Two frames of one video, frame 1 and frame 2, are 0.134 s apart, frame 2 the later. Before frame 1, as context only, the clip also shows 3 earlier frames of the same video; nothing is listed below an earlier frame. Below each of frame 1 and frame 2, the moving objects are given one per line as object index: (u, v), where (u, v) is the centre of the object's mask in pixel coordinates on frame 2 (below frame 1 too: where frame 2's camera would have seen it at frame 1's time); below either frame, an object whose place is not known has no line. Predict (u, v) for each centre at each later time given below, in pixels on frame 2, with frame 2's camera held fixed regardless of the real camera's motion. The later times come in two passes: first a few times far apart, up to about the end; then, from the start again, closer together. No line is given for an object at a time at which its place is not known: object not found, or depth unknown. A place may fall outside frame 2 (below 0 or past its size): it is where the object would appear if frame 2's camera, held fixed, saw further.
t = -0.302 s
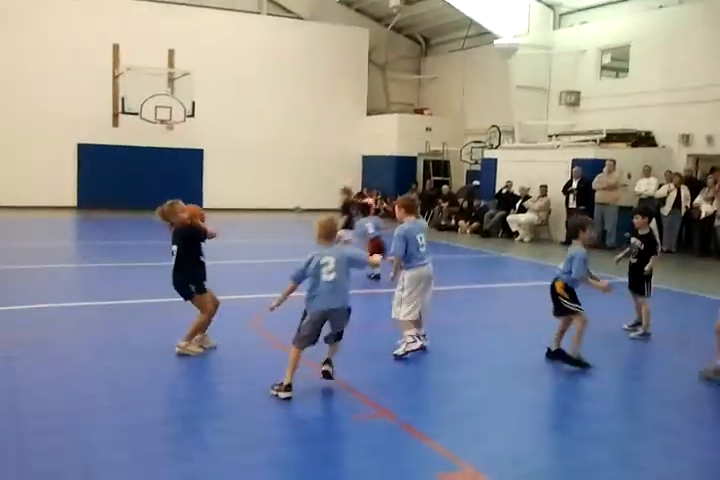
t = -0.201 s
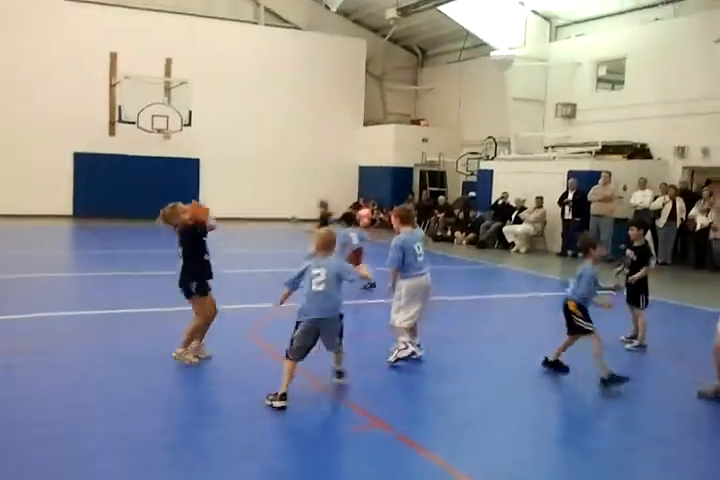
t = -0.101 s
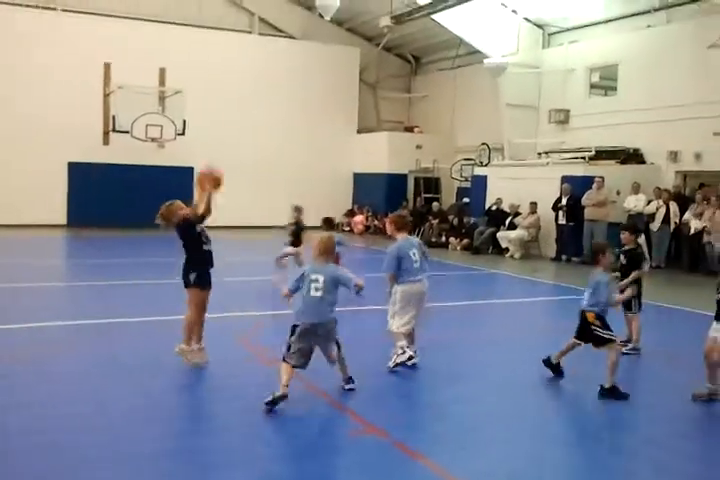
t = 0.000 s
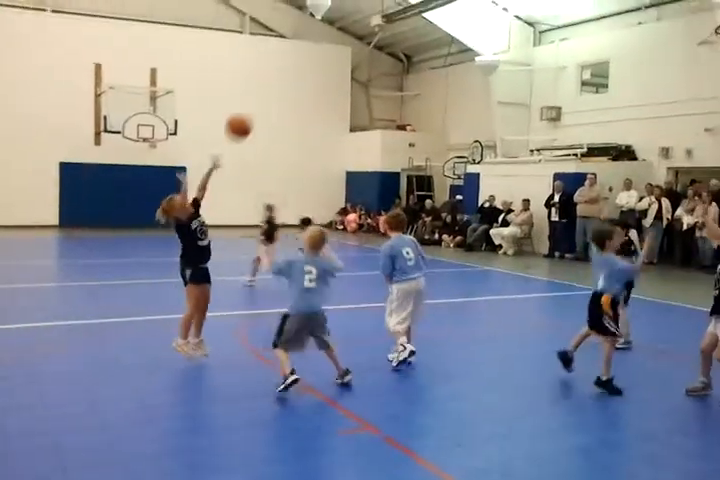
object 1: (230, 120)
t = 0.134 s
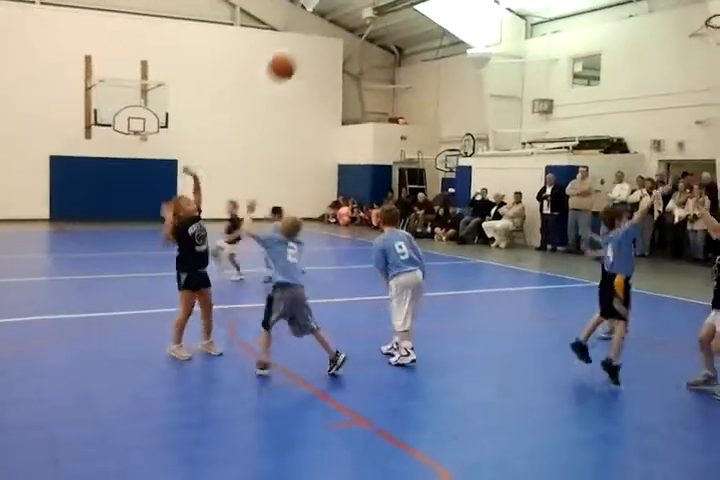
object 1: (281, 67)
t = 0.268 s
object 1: (334, 35)
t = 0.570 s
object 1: (448, 43)
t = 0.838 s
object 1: (543, 137)
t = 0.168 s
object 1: (295, 58)
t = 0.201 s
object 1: (307, 49)
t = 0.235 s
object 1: (320, 43)
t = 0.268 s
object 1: (334, 35)
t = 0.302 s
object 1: (344, 31)
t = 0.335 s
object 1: (359, 27)
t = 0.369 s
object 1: (370, 26)
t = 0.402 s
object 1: (383, 25)
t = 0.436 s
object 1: (397, 26)
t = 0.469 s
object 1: (409, 29)
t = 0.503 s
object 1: (422, 32)
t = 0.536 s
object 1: (434, 38)
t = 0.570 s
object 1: (448, 43)
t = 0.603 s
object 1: (460, 50)
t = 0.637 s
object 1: (472, 59)
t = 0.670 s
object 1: (483, 67)
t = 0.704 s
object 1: (497, 80)
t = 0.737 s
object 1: (508, 93)
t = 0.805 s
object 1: (532, 122)
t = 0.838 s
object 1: (543, 137)
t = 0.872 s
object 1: (554, 157)
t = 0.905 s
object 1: (567, 177)
